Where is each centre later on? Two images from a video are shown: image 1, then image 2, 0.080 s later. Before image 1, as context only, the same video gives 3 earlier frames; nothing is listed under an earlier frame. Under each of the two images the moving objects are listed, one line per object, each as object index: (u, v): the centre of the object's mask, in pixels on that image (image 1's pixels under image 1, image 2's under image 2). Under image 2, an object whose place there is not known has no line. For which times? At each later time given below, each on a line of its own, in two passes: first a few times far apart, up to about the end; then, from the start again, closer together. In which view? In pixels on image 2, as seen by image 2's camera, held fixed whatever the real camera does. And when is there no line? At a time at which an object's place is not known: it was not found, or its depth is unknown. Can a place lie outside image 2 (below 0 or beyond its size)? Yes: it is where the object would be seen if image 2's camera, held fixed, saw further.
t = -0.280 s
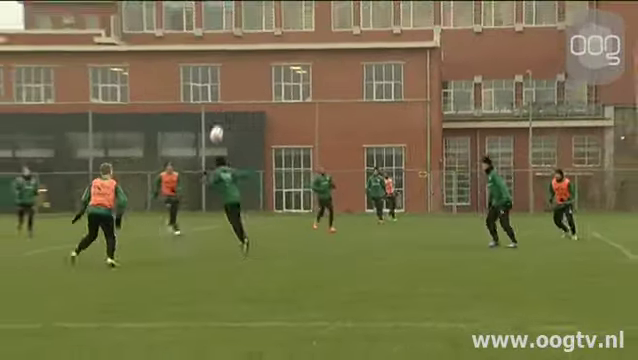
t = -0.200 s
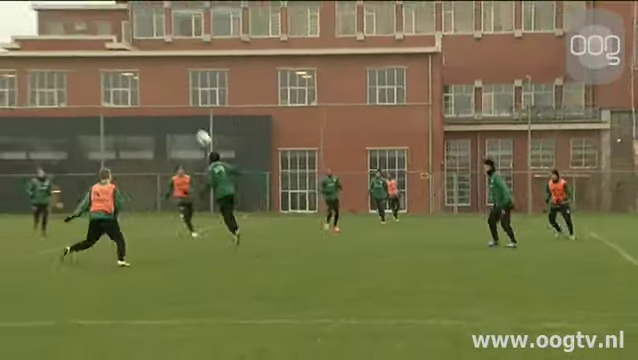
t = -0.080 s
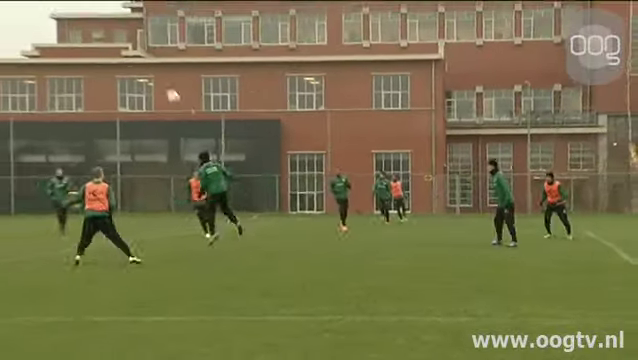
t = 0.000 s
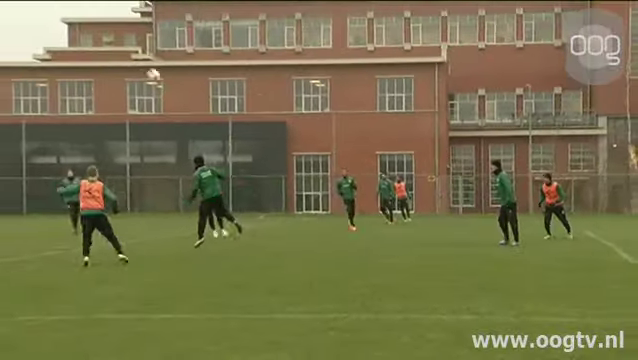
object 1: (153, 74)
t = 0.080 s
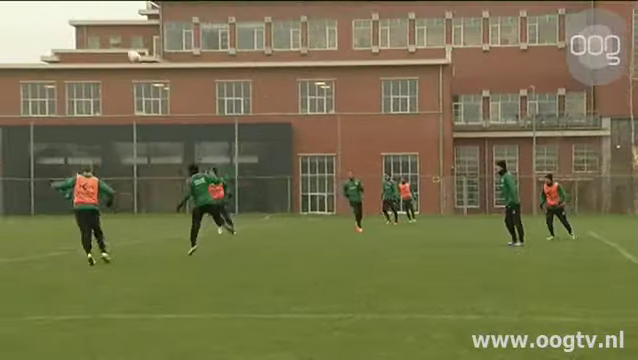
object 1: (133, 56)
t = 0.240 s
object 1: (82, 24)
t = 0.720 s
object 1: (-66, 16)
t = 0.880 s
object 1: (-112, 36)
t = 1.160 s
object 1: (-185, 102)
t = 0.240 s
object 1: (82, 24)
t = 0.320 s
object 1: (52, 18)
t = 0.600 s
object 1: (-33, 8)
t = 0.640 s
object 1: (-45, 10)
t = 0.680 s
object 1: (-54, 12)
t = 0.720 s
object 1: (-66, 16)
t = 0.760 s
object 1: (-78, 20)
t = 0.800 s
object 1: (-89, 25)
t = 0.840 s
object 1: (-100, 30)
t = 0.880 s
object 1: (-112, 36)
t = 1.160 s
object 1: (-185, 102)
